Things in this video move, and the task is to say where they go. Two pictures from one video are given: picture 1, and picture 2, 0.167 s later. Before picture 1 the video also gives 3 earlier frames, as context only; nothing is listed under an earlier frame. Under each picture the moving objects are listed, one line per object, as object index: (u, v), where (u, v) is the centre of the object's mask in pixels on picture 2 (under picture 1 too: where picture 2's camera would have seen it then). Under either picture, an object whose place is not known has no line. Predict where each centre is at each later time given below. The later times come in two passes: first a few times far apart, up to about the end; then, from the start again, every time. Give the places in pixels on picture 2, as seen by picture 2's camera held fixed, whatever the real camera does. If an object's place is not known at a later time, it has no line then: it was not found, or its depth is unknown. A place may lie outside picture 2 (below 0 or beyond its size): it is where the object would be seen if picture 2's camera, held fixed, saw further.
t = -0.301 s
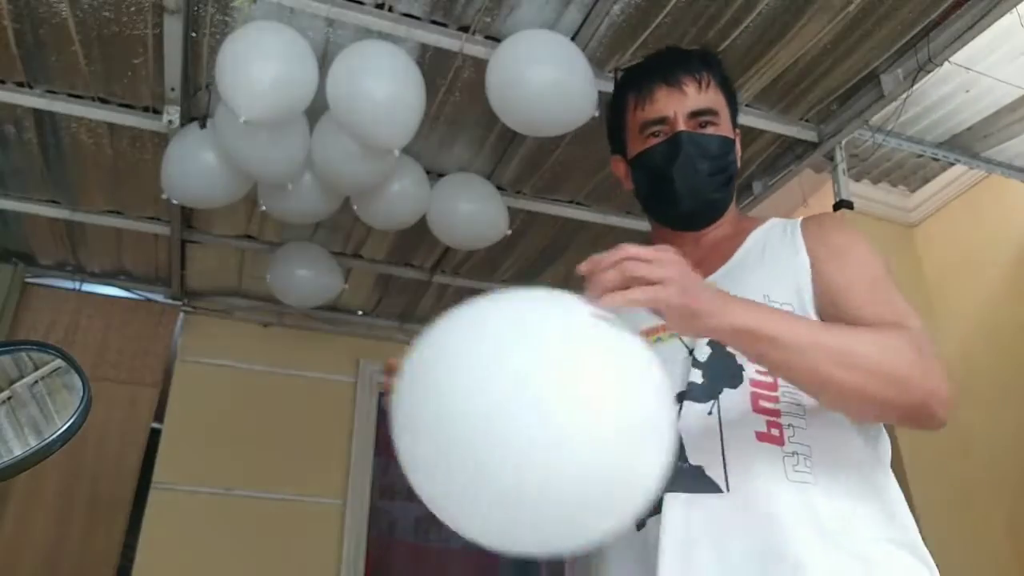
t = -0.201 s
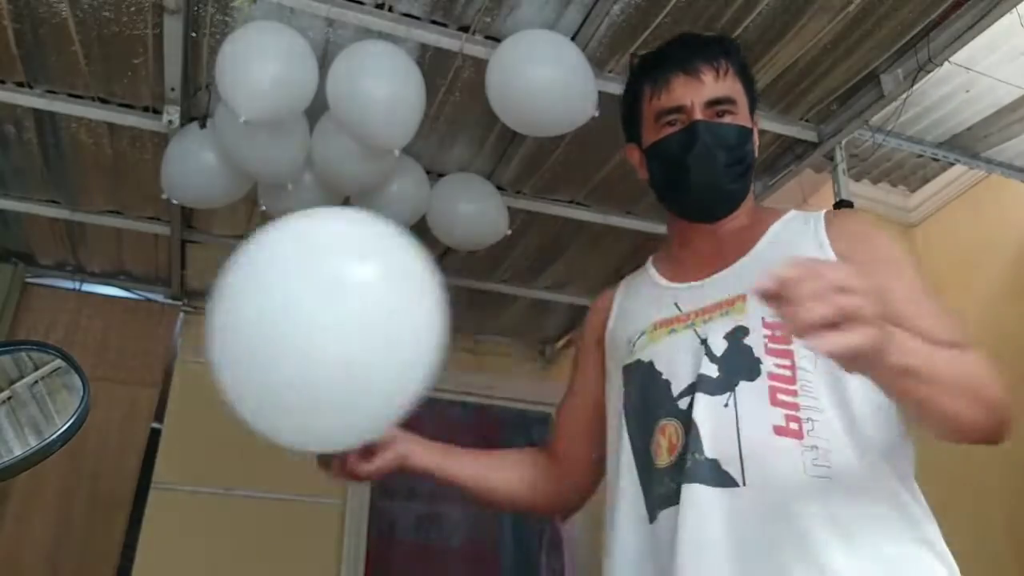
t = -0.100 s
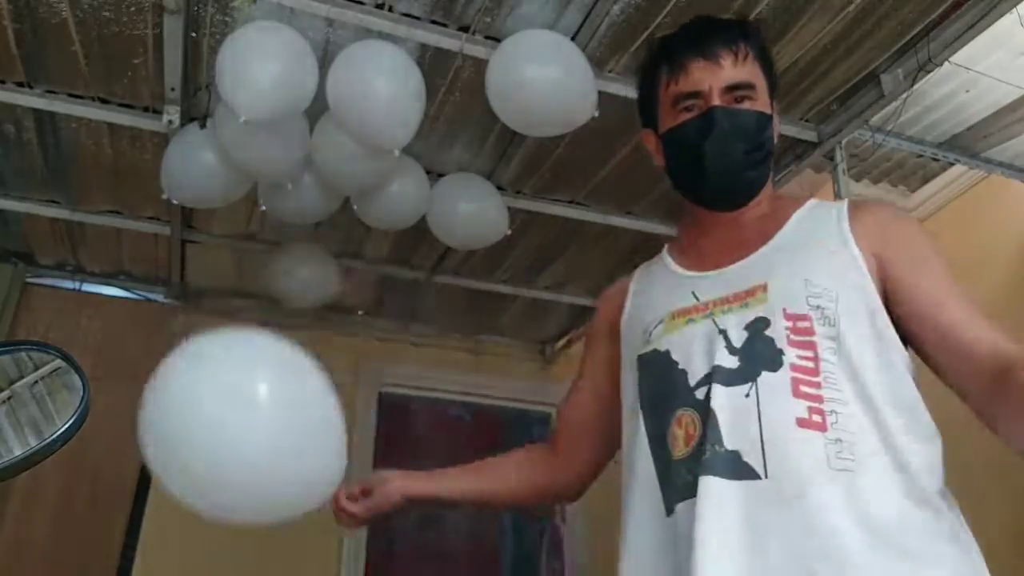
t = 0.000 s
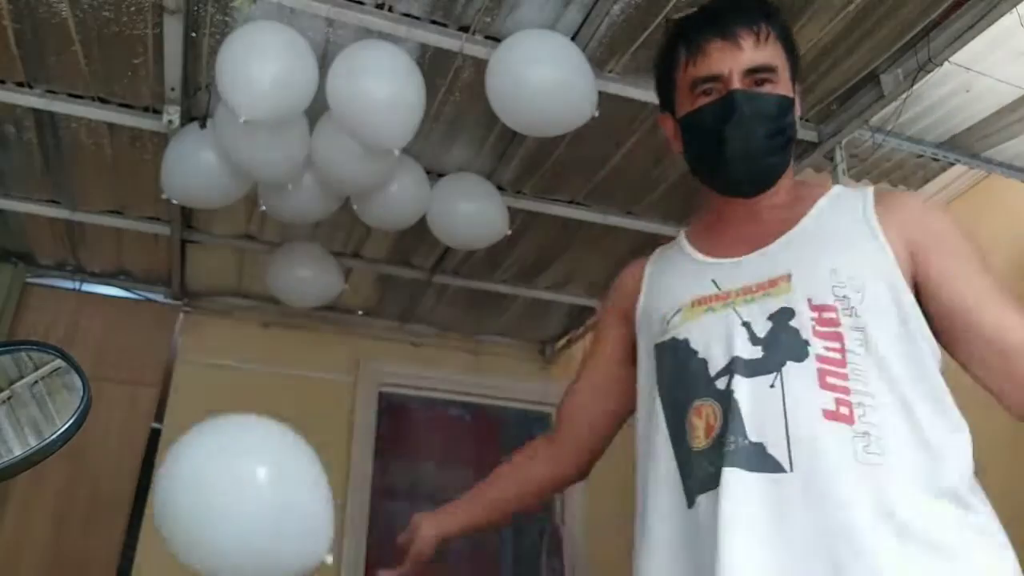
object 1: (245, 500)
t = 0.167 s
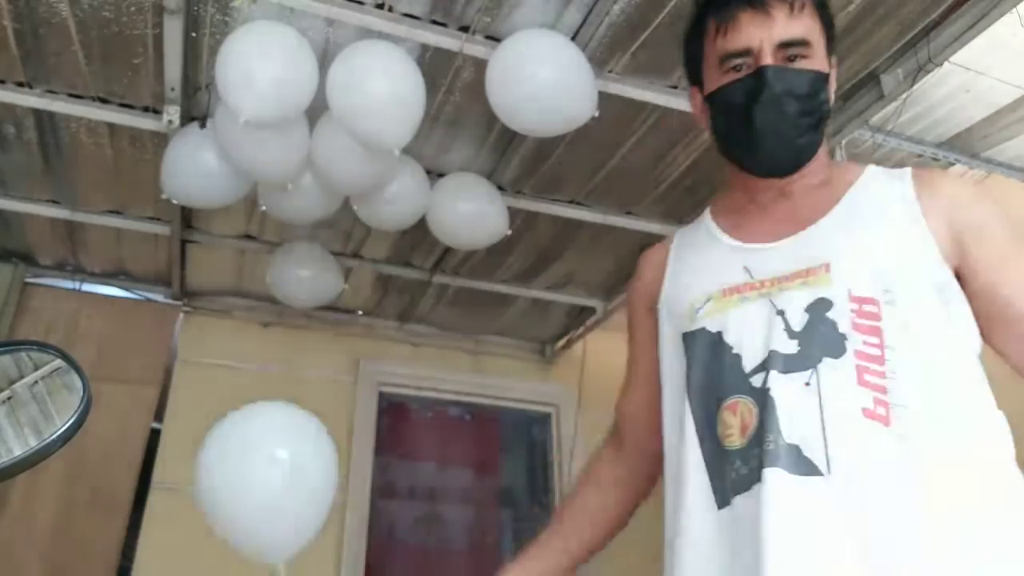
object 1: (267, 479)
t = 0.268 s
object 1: (295, 421)
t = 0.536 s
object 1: (364, 225)
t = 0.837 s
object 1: (359, 36)
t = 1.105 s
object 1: (349, 25)
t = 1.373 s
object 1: (345, 35)
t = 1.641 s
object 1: (339, 42)
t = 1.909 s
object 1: (328, 42)
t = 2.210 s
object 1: (324, 40)
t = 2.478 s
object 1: (325, 41)
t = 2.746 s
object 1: (324, 41)
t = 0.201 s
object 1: (275, 463)
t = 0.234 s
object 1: (284, 443)
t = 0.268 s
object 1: (295, 421)
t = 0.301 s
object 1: (305, 397)
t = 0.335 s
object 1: (316, 373)
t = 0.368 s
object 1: (327, 349)
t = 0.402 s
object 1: (337, 325)
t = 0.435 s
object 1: (346, 299)
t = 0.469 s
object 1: (354, 275)
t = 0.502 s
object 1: (359, 251)
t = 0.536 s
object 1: (364, 225)
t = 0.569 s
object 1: (367, 199)
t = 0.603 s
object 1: (370, 176)
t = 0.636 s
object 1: (368, 149)
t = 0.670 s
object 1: (365, 131)
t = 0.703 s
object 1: (370, 98)
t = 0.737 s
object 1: (366, 76)
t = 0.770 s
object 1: (362, 55)
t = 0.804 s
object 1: (360, 44)
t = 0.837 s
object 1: (359, 36)
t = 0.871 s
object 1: (357, 32)
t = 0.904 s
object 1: (353, 32)
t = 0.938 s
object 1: (352, 32)
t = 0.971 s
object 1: (350, 32)
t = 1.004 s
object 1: (349, 31)
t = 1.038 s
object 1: (349, 28)
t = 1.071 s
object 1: (350, 25)
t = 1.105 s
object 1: (349, 25)
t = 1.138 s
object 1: (347, 26)
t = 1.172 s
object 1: (347, 25)
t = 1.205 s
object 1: (346, 27)
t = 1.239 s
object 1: (345, 28)
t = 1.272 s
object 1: (345, 29)
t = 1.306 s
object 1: (345, 31)
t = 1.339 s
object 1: (344, 33)
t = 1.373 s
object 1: (345, 35)
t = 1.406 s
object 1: (345, 36)
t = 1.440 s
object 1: (345, 38)
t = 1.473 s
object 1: (345, 38)
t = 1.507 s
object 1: (344, 39)
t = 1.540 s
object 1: (343, 39)
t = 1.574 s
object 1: (342, 41)
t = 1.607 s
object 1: (341, 41)
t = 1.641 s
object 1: (339, 42)
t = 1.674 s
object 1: (337, 42)
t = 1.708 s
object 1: (336, 42)
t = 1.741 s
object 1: (332, 42)
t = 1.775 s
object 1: (331, 42)
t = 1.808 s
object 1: (329, 42)
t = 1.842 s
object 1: (328, 42)
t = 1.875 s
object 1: (328, 42)
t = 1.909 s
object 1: (328, 42)
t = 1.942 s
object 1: (328, 41)
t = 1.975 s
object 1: (327, 41)
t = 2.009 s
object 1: (326, 41)
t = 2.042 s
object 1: (325, 40)
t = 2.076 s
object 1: (324, 41)
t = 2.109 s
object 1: (324, 41)
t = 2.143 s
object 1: (324, 41)
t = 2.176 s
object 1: (323, 40)
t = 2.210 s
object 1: (324, 40)
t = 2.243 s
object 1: (323, 40)
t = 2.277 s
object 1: (323, 40)
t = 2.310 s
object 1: (323, 40)
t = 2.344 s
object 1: (324, 40)
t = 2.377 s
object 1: (324, 41)
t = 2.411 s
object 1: (324, 41)
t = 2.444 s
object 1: (324, 41)
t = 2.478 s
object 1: (325, 41)
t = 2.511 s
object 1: (324, 41)
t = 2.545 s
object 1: (324, 41)
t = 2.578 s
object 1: (325, 41)
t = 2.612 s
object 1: (324, 41)
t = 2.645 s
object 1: (324, 41)
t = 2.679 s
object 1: (324, 41)
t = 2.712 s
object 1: (324, 41)
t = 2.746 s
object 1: (324, 41)
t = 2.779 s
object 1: (324, 41)
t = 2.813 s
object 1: (324, 41)
